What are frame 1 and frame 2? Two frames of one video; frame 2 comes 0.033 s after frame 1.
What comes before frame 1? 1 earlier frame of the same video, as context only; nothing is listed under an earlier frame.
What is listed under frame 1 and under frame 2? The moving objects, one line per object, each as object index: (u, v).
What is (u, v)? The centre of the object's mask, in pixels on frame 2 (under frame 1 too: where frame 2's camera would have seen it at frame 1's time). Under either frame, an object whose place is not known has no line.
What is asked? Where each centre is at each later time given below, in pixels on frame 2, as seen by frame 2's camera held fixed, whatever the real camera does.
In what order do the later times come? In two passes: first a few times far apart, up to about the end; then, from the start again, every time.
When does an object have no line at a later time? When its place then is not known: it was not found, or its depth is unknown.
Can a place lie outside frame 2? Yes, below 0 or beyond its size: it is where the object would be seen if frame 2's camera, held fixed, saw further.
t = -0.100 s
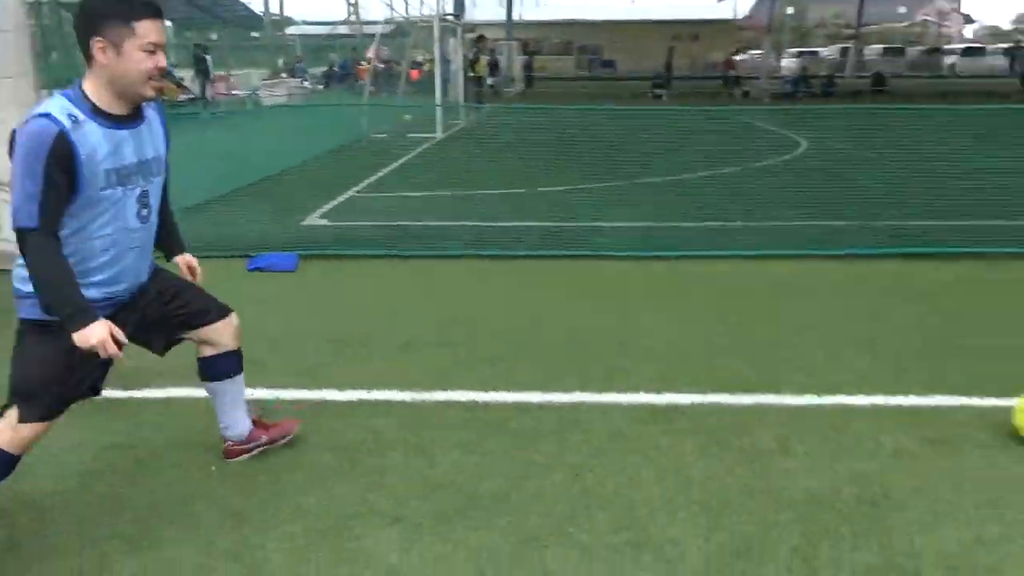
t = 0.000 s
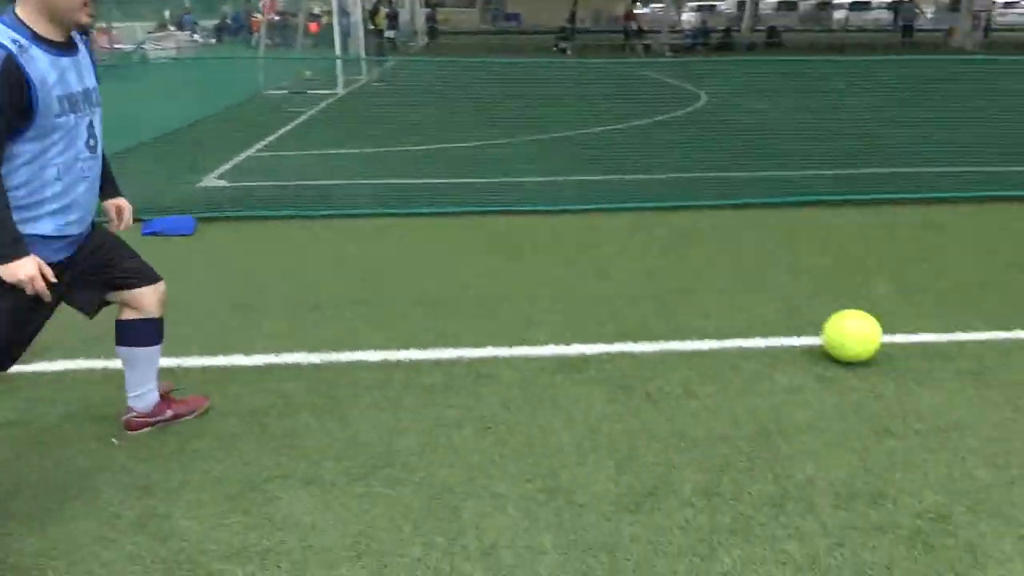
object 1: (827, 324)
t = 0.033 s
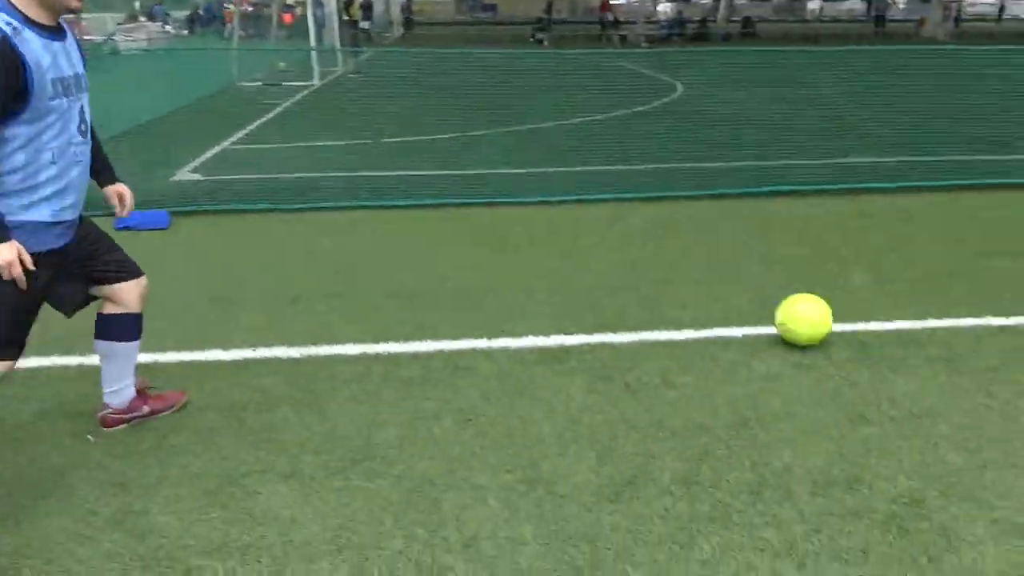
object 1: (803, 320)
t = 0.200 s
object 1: (697, 301)
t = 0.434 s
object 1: (572, 279)
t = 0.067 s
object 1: (780, 317)
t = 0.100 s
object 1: (758, 312)
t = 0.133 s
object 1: (737, 308)
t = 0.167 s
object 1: (717, 305)
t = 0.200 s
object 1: (697, 301)
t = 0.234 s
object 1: (678, 297)
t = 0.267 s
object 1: (659, 294)
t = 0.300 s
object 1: (640, 291)
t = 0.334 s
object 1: (622, 288)
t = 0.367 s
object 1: (605, 285)
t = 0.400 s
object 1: (588, 281)
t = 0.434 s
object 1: (572, 279)
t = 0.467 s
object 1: (555, 276)
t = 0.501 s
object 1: (540, 272)
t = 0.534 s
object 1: (524, 270)
